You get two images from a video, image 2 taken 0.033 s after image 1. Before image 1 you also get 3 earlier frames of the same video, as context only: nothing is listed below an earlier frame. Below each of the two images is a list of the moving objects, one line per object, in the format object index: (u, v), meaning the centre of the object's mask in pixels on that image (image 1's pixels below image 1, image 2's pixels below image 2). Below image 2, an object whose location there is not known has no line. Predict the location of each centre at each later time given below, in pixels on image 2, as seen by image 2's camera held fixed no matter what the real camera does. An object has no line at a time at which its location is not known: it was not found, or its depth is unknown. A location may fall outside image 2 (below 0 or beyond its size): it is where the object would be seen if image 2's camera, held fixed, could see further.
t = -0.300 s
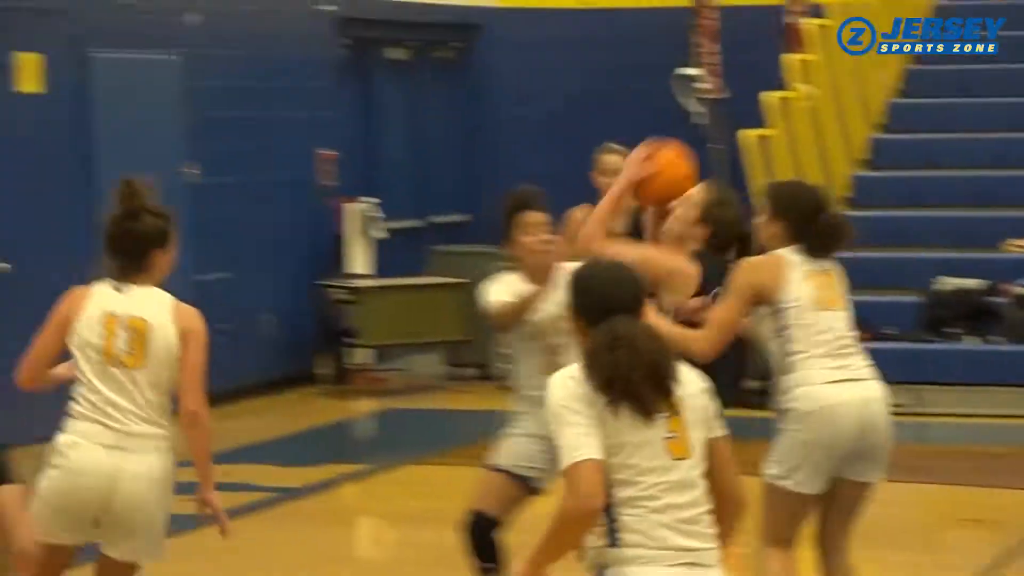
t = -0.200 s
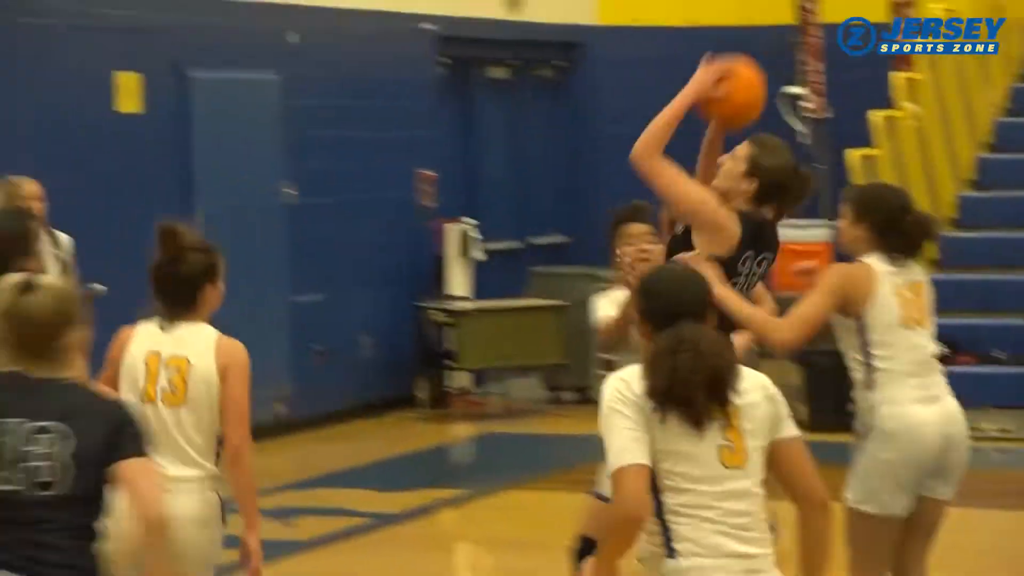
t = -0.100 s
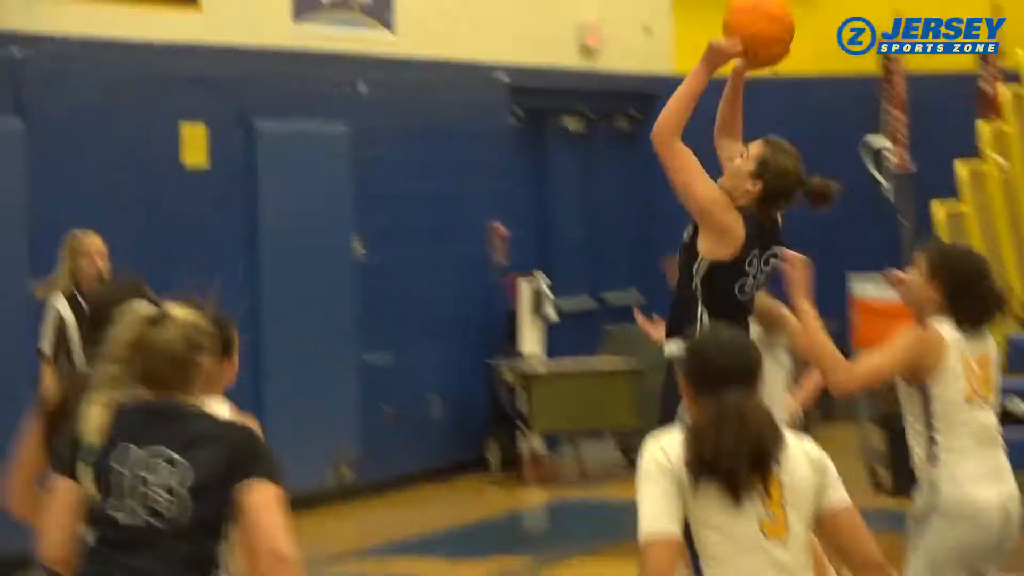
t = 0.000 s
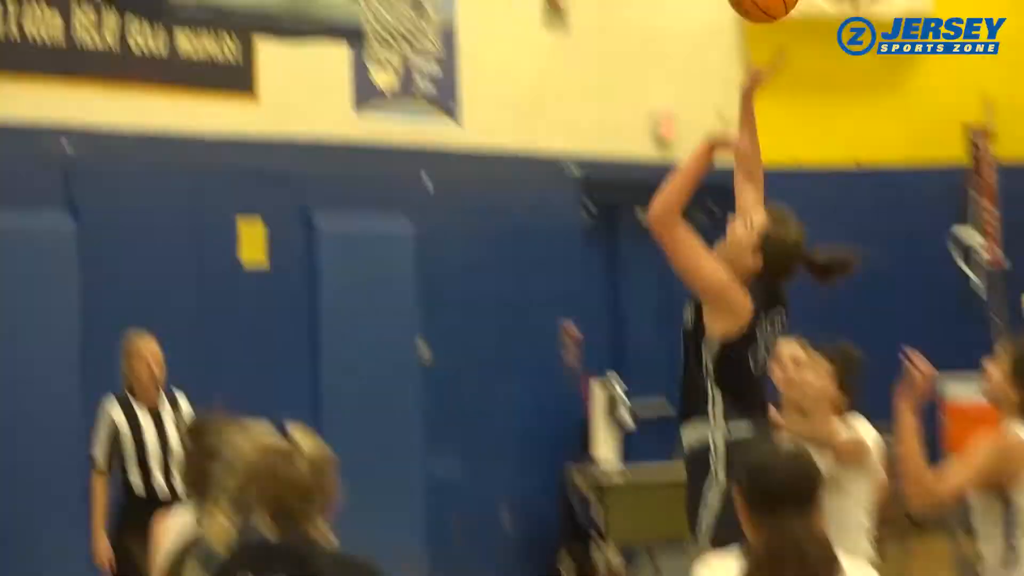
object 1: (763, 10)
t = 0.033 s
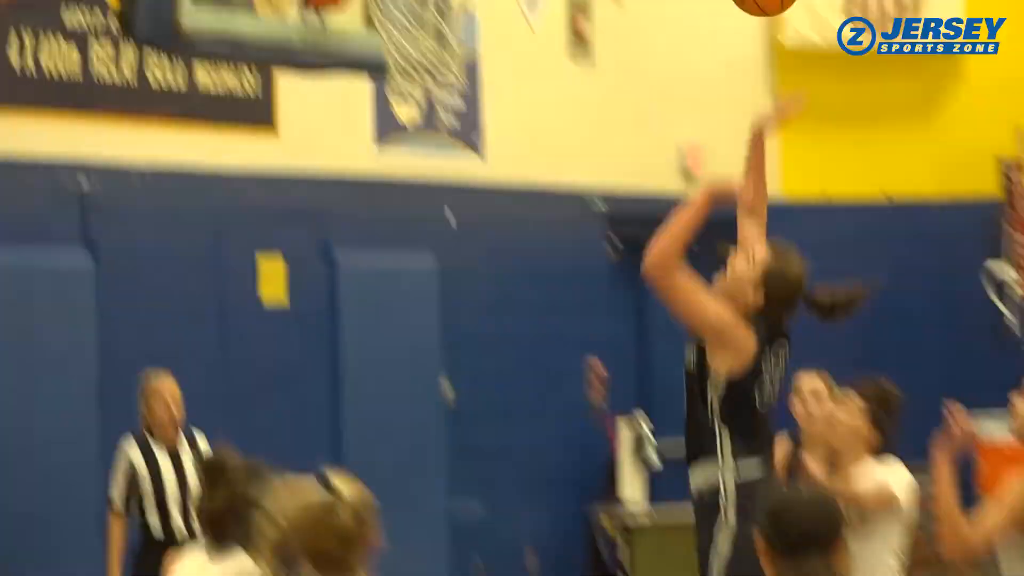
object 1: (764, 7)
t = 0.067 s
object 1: (735, -25)
